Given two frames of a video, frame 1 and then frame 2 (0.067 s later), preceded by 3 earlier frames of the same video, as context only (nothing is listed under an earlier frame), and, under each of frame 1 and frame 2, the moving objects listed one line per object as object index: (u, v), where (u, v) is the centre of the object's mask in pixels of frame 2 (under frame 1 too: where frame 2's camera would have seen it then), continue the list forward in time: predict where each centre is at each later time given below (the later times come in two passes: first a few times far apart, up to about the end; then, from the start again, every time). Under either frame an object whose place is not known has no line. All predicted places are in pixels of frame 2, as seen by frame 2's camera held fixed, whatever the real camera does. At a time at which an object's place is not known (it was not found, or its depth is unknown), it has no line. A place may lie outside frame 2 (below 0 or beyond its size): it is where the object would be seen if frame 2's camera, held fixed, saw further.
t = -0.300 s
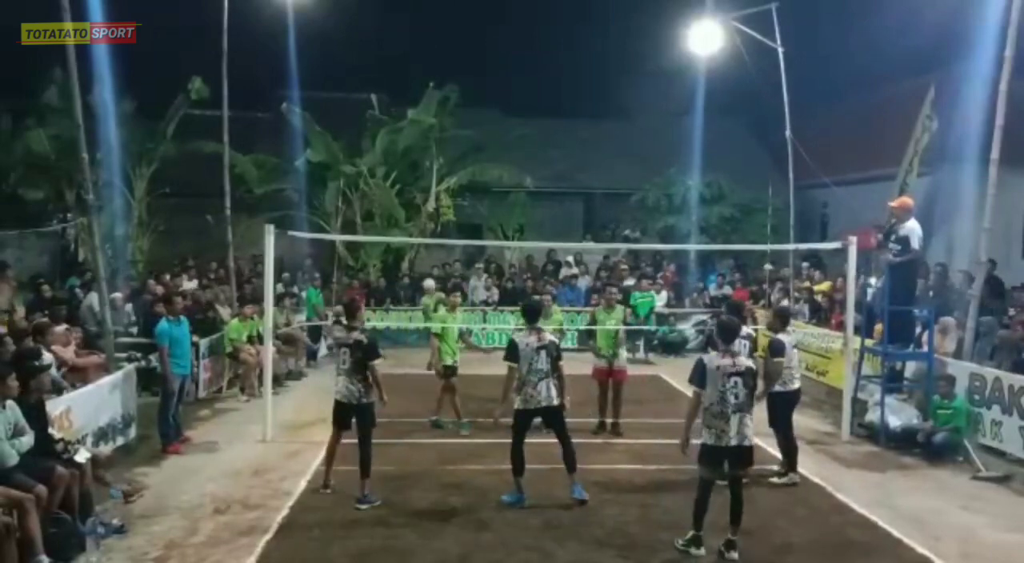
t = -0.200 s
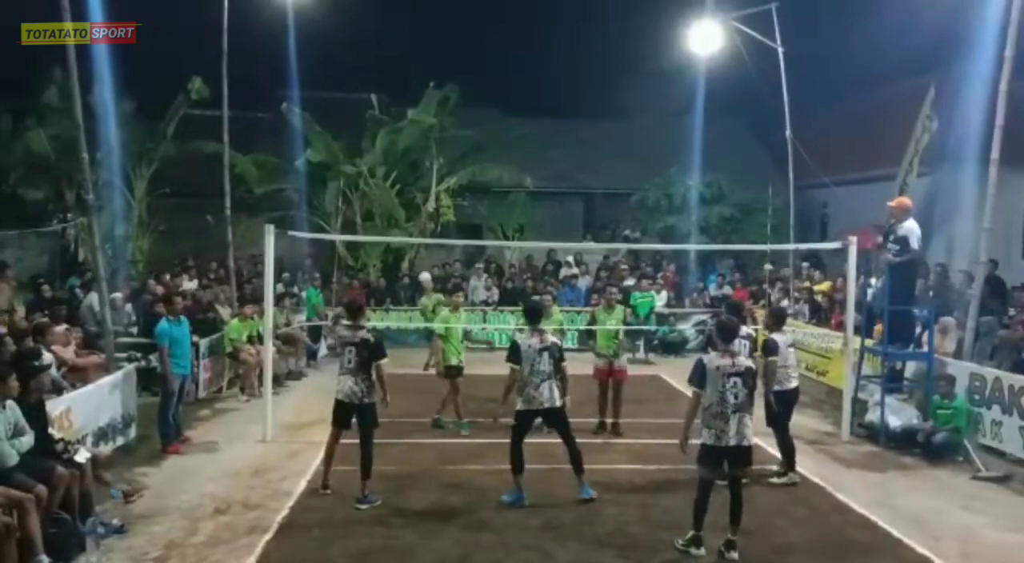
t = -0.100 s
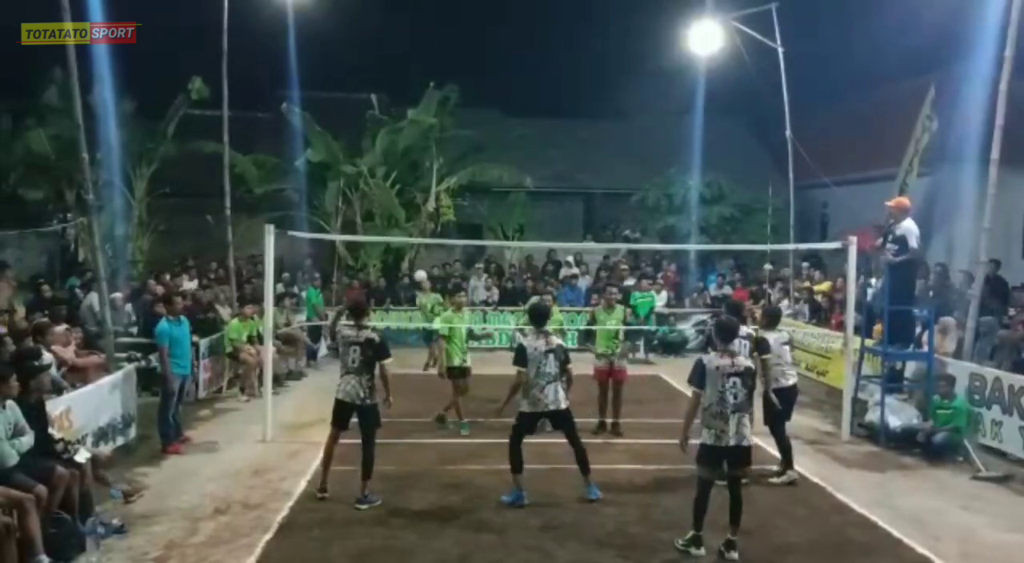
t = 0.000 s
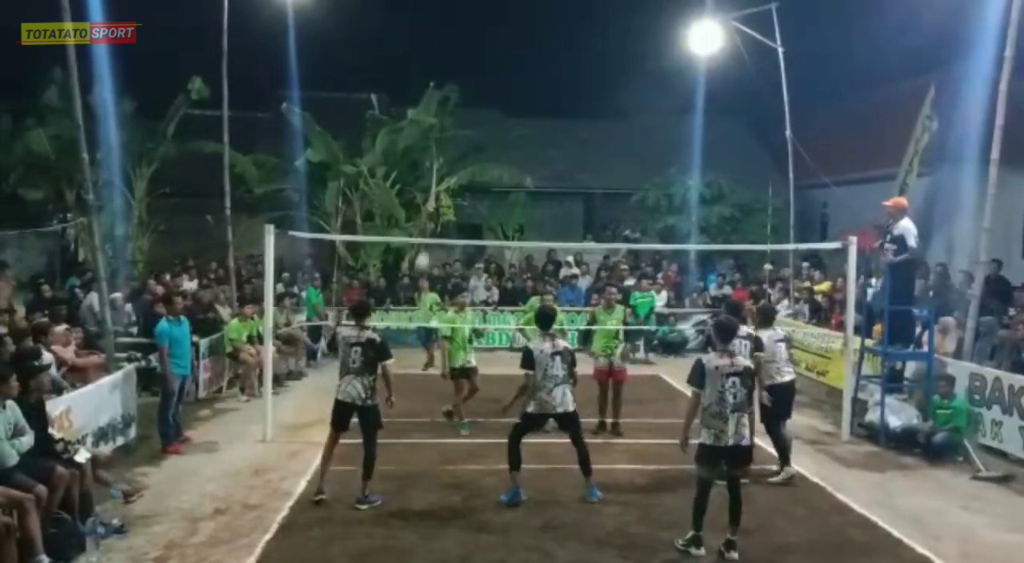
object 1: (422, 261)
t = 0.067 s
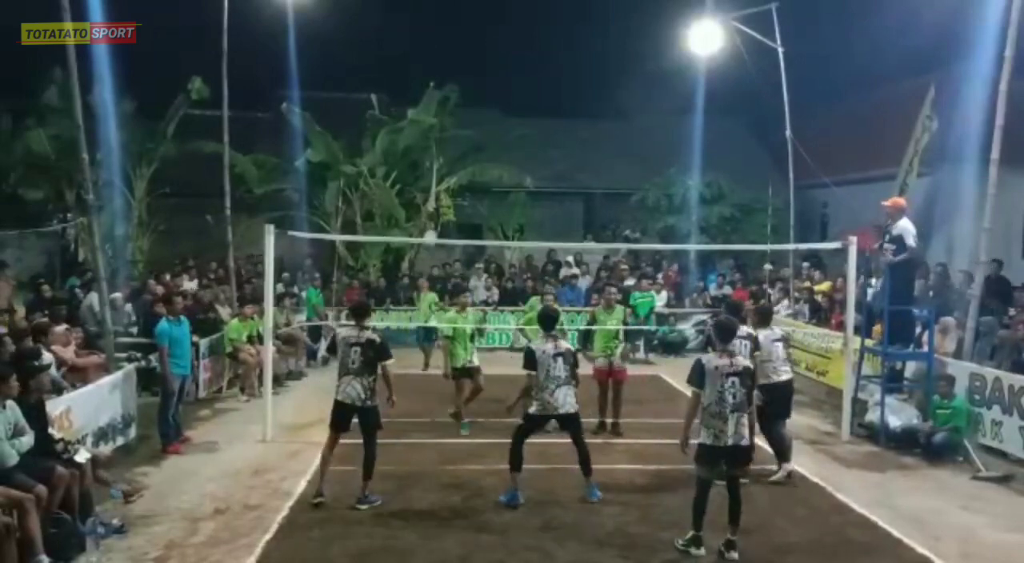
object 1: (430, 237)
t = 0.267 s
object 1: (455, 179)
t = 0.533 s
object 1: (491, 130)
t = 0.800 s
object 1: (534, 124)
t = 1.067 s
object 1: (578, 178)
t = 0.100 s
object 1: (433, 227)
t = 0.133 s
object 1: (438, 217)
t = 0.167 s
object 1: (442, 206)
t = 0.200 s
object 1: (446, 197)
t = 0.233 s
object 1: (450, 186)
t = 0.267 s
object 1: (455, 179)
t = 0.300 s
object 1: (459, 171)
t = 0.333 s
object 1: (463, 164)
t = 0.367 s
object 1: (467, 157)
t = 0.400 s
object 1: (472, 150)
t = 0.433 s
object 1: (477, 144)
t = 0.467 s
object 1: (482, 138)
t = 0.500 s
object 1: (486, 134)
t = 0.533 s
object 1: (491, 130)
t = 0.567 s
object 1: (496, 126)
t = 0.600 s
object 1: (501, 124)
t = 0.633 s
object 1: (506, 122)
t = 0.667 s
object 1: (512, 121)
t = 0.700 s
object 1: (517, 120)
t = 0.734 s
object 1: (523, 121)
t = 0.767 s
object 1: (528, 122)
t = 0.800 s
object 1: (534, 124)
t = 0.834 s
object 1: (539, 128)
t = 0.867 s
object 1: (544, 132)
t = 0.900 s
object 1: (550, 138)
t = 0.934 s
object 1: (556, 144)
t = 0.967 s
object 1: (562, 150)
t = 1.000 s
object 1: (567, 158)
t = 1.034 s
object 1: (573, 167)
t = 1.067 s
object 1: (578, 178)
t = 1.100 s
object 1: (584, 190)
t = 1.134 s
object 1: (589, 204)
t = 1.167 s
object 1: (595, 217)
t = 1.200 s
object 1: (600, 232)
